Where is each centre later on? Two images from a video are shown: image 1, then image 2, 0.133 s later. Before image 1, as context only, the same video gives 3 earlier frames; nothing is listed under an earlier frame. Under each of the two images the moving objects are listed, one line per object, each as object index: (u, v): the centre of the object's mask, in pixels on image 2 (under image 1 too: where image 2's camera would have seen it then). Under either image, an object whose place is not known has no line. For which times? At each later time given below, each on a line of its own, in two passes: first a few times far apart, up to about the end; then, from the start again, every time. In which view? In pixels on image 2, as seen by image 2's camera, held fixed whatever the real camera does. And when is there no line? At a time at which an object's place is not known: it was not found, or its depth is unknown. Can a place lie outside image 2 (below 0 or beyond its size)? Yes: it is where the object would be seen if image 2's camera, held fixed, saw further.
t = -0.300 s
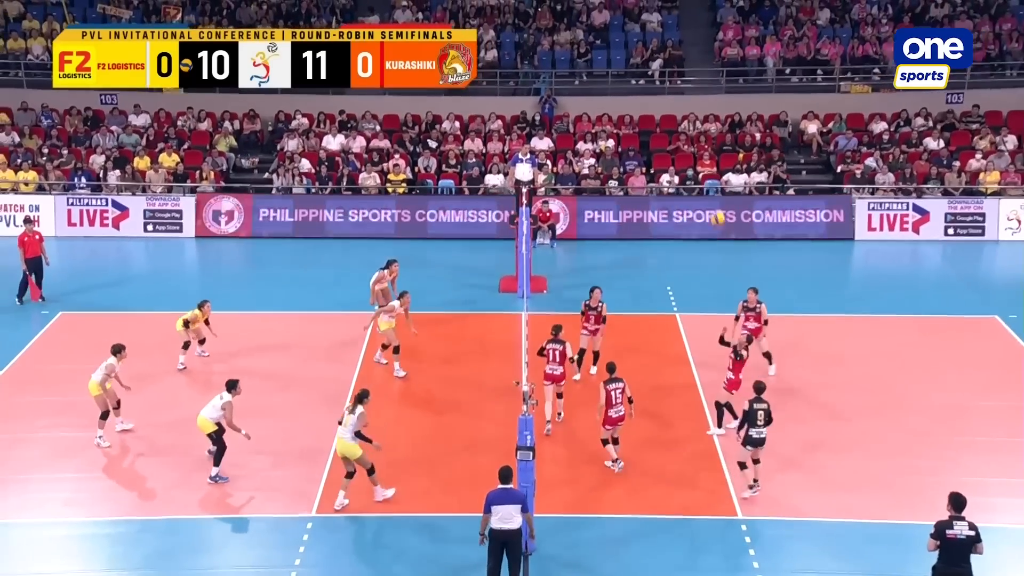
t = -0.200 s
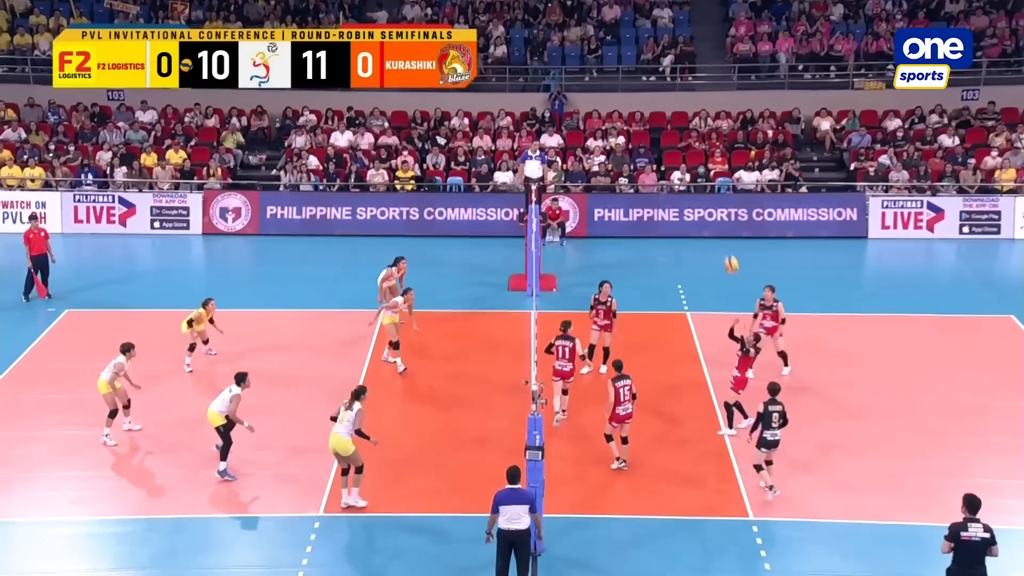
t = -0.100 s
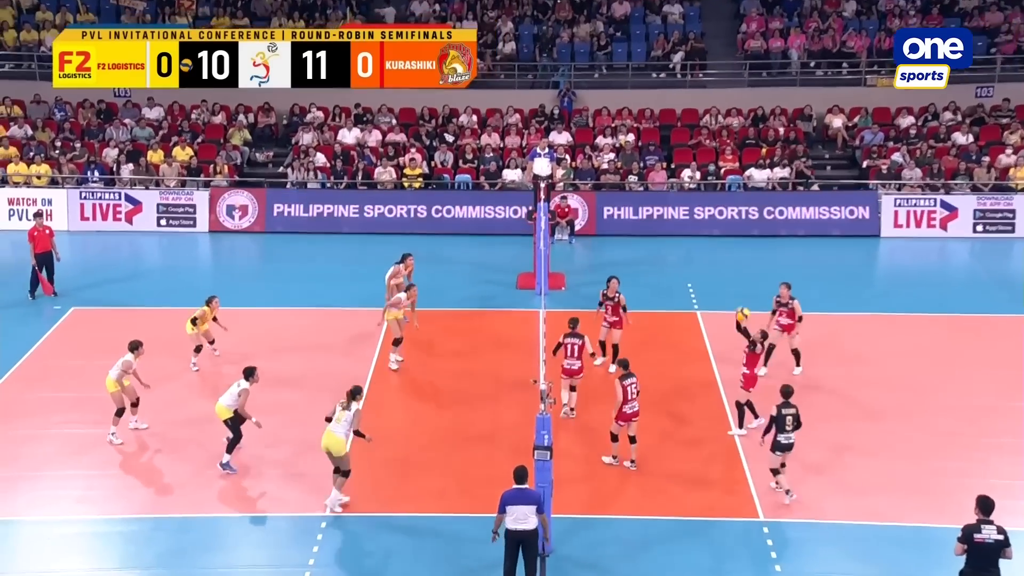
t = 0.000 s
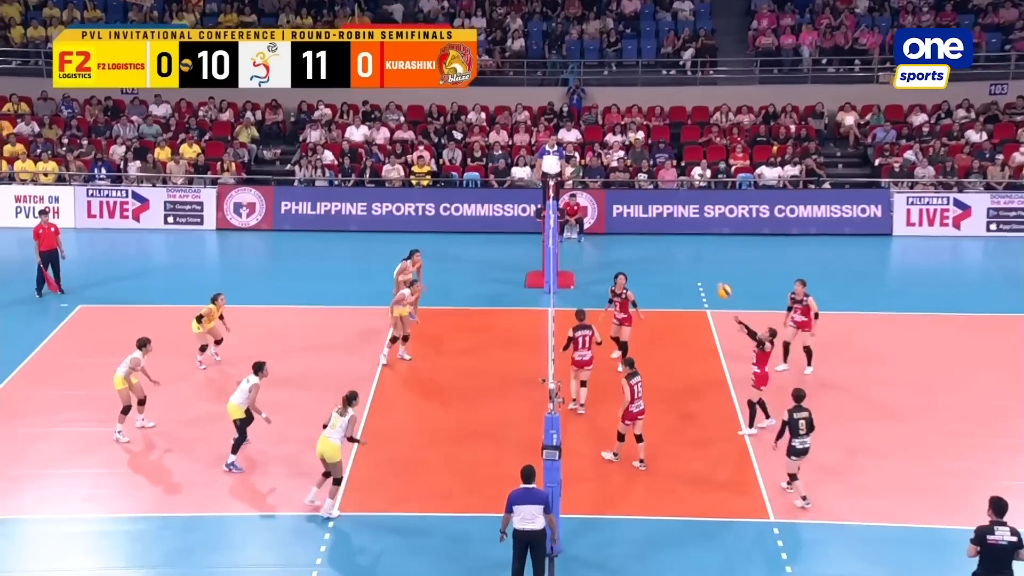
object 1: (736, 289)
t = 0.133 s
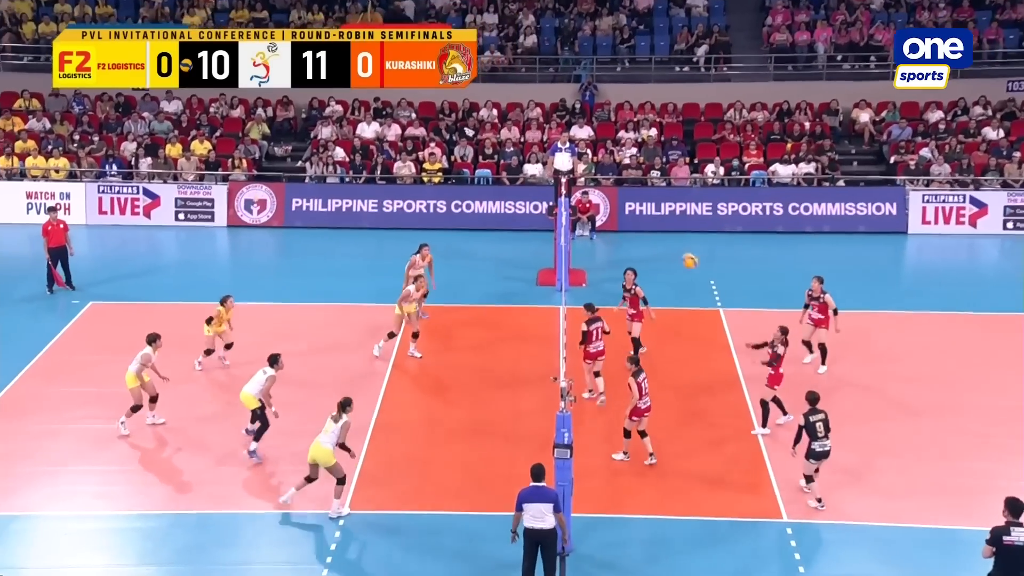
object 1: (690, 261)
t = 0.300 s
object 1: (632, 240)
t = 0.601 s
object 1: (532, 248)
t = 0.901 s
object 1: (435, 311)
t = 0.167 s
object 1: (678, 255)
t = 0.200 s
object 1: (666, 250)
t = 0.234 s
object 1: (655, 247)
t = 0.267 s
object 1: (643, 243)
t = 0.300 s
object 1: (632, 240)
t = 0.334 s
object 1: (621, 238)
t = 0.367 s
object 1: (610, 237)
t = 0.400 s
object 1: (599, 236)
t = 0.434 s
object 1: (588, 236)
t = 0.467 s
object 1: (576, 237)
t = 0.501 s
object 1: (565, 238)
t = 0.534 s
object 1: (553, 241)
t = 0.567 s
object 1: (542, 244)
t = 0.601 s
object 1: (532, 248)
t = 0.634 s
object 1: (521, 252)
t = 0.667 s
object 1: (510, 257)
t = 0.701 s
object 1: (499, 263)
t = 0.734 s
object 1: (488, 270)
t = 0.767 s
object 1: (478, 277)
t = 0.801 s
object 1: (467, 285)
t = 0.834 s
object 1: (457, 293)
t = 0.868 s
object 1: (446, 301)
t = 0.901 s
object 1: (435, 311)
